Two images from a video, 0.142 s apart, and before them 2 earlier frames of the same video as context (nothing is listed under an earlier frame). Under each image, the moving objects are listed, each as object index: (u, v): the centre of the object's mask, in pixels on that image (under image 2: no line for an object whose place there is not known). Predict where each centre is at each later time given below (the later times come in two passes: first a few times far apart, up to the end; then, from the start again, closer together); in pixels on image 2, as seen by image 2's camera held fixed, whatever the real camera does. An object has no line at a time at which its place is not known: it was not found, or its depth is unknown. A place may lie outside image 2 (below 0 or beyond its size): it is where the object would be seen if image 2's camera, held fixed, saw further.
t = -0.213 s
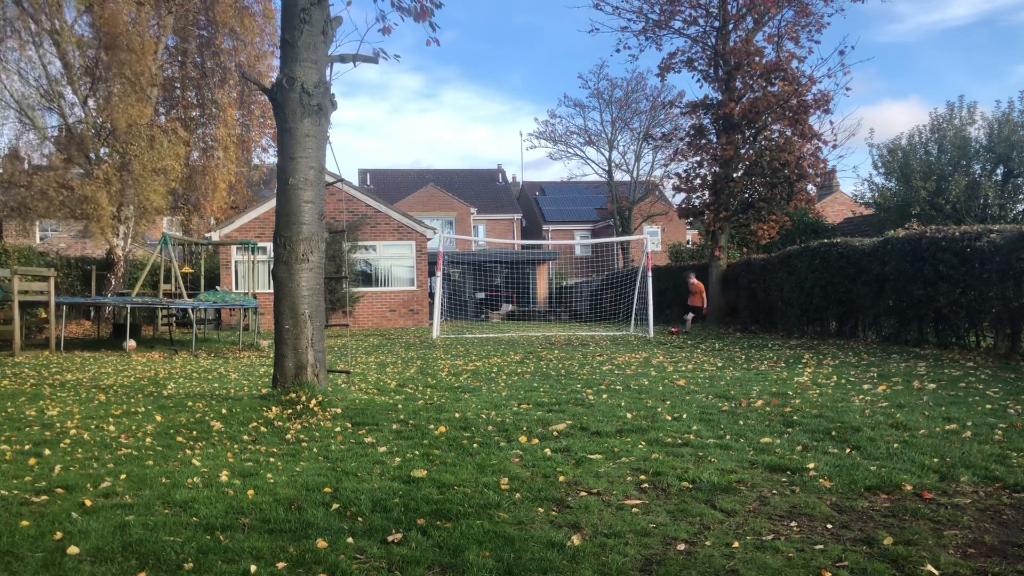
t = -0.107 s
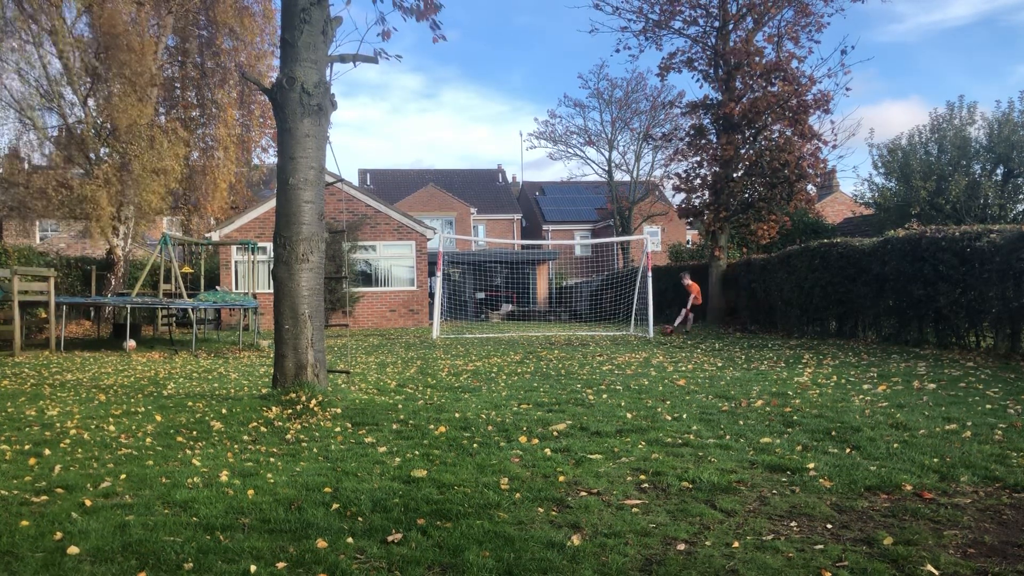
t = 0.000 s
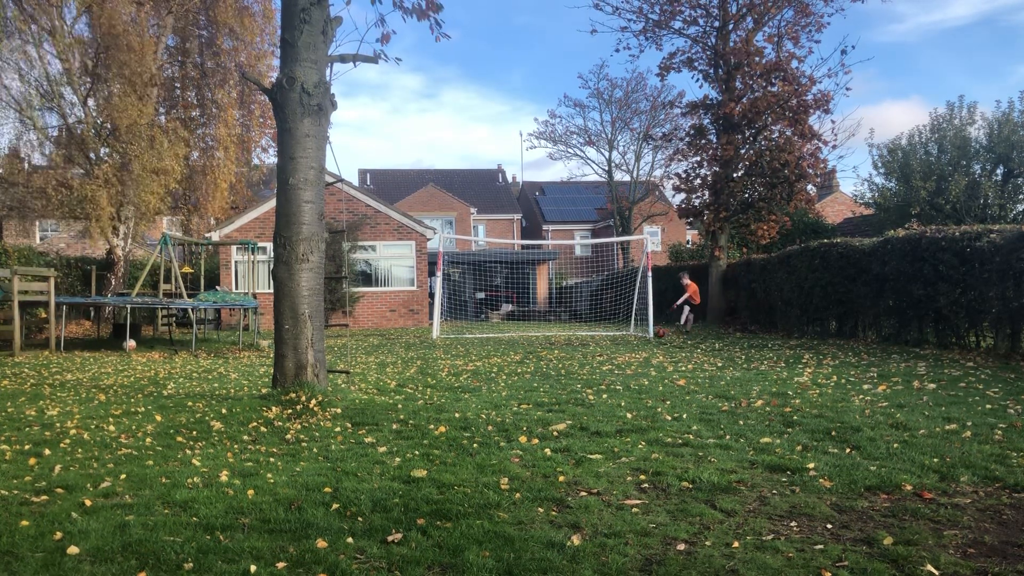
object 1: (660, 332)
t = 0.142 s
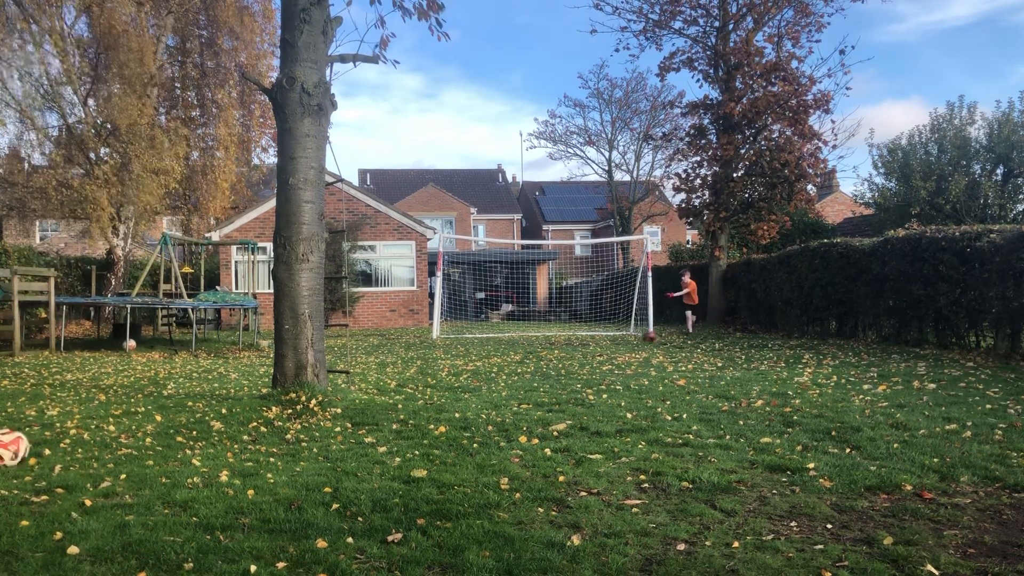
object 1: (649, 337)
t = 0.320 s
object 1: (638, 339)
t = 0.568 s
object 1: (628, 347)
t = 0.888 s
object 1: (622, 363)
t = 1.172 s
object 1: (613, 372)
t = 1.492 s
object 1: (602, 379)
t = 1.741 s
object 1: (594, 401)
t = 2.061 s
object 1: (591, 431)
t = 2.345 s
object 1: (583, 483)
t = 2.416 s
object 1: (580, 498)
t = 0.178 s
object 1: (646, 336)
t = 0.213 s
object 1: (645, 335)
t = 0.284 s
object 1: (641, 337)
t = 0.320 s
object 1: (638, 339)
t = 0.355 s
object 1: (637, 341)
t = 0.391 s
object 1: (635, 342)
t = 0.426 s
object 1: (632, 345)
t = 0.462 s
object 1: (631, 345)
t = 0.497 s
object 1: (630, 344)
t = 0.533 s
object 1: (630, 345)
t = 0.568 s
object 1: (628, 347)
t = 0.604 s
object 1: (627, 351)
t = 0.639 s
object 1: (627, 355)
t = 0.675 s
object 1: (626, 357)
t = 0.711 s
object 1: (625, 357)
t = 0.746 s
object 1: (625, 358)
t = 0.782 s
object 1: (624, 360)
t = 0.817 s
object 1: (623, 363)
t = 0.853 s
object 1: (623, 363)
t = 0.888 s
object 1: (622, 363)
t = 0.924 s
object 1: (622, 364)
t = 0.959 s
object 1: (621, 364)
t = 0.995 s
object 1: (620, 366)
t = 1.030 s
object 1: (619, 369)
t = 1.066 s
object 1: (617, 370)
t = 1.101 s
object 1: (616, 370)
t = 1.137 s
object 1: (615, 370)
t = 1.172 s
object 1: (613, 372)
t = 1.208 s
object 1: (612, 374)
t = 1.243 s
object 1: (611, 377)
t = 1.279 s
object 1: (609, 382)
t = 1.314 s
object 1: (609, 383)
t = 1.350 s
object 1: (607, 383)
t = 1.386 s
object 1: (606, 379)
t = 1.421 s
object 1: (604, 379)
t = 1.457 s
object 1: (603, 378)
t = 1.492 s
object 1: (602, 379)
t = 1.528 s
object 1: (601, 381)
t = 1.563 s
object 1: (599, 385)
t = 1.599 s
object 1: (595, 393)
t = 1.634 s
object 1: (596, 399)
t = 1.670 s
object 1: (596, 400)
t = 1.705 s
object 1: (595, 400)
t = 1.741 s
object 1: (594, 401)
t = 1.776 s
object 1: (594, 404)
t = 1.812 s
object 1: (594, 410)
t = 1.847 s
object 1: (594, 418)
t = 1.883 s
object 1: (594, 426)
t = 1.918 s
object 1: (593, 427)
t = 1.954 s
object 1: (593, 426)
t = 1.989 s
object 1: (593, 425)
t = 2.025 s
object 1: (592, 427)
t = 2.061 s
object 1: (591, 431)
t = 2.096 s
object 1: (591, 438)
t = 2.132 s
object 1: (592, 447)
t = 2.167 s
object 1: (591, 456)
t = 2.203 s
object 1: (589, 457)
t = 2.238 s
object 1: (588, 461)
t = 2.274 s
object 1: (587, 468)
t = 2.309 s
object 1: (586, 475)
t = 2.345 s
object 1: (583, 483)
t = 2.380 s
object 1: (579, 492)
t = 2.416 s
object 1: (580, 498)
